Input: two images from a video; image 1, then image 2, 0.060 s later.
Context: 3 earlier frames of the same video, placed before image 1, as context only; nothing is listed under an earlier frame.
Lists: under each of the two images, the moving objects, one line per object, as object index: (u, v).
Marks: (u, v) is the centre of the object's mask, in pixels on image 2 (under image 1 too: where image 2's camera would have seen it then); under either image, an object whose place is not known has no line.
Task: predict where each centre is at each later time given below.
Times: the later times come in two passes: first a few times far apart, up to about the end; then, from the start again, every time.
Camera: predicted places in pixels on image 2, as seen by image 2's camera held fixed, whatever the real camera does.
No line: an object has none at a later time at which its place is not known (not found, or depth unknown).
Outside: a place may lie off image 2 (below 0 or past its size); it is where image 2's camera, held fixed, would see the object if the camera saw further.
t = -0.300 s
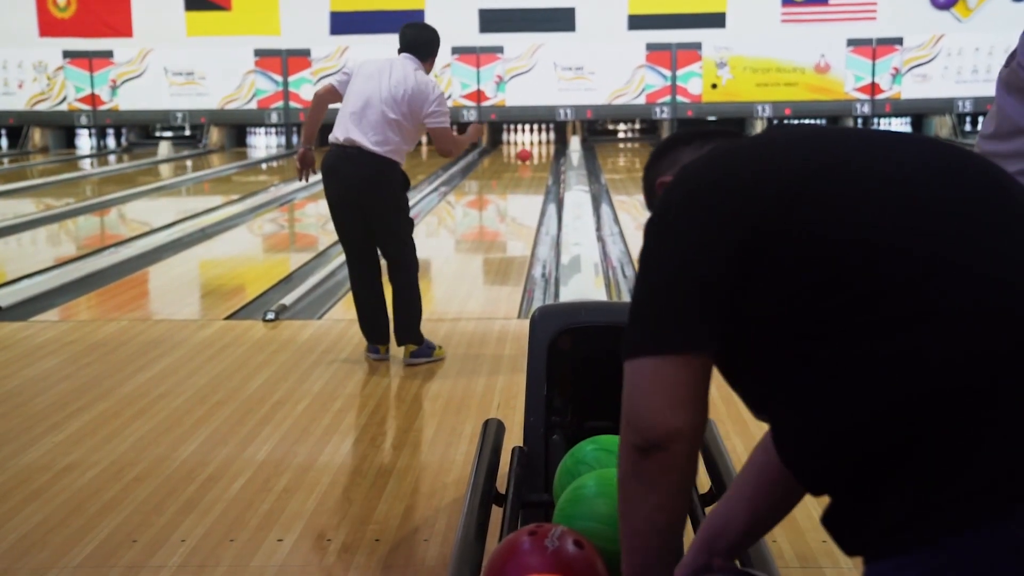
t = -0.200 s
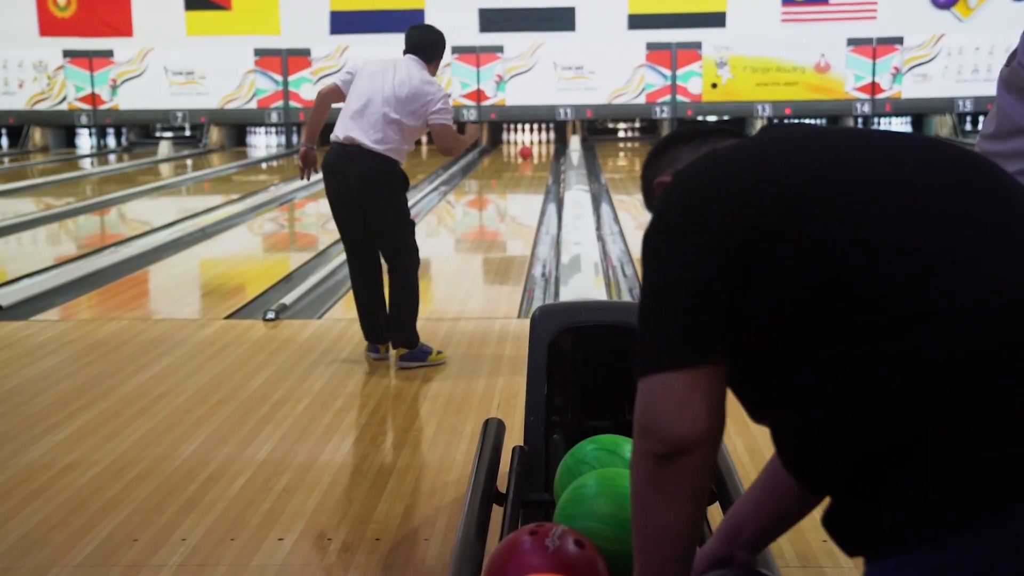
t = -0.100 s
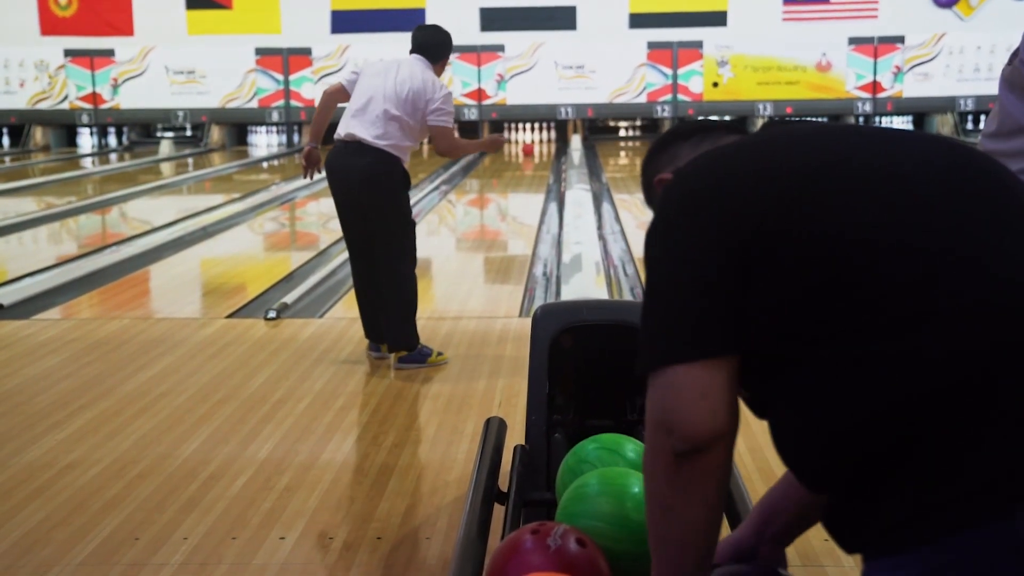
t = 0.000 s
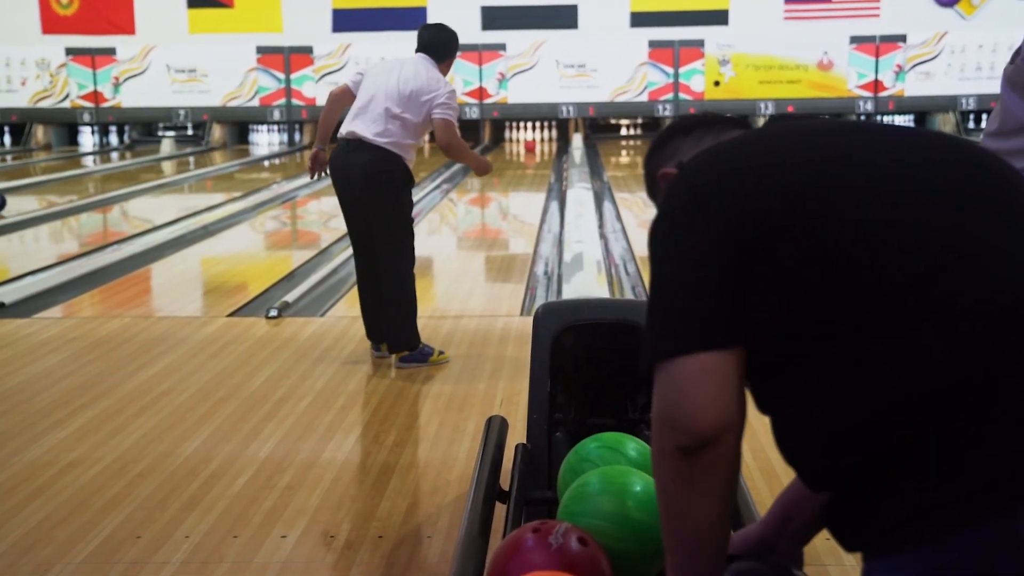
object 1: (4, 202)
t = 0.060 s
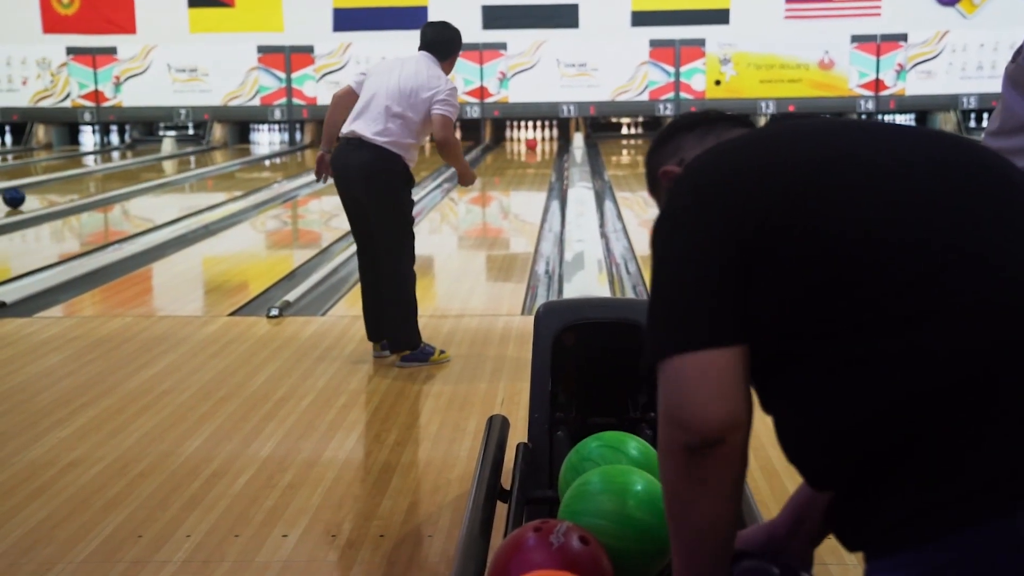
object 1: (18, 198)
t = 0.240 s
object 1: (66, 188)
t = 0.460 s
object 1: (115, 178)
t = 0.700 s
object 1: (157, 170)
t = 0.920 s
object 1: (191, 163)
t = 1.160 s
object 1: (220, 159)
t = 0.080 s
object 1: (24, 196)
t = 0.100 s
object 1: (29, 195)
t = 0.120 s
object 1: (35, 194)
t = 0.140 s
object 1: (41, 193)
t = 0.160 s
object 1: (46, 192)
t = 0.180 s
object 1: (51, 191)
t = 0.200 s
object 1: (56, 190)
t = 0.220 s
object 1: (62, 189)
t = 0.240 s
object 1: (66, 188)
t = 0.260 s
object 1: (71, 187)
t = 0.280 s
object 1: (76, 186)
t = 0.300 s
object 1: (80, 185)
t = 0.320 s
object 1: (85, 184)
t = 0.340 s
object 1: (90, 183)
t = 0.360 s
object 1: (94, 182)
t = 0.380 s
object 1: (98, 182)
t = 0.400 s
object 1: (103, 181)
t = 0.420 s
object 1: (107, 180)
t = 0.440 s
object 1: (111, 180)
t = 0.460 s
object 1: (115, 178)
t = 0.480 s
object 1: (119, 178)
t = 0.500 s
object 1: (123, 177)
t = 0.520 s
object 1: (127, 176)
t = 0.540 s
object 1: (131, 176)
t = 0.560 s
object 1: (134, 175)
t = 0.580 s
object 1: (136, 174)
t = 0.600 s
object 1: (139, 173)
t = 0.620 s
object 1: (143, 173)
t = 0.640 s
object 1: (147, 172)
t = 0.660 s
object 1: (150, 171)
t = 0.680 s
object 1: (154, 170)
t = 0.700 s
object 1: (157, 170)
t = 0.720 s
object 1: (160, 169)
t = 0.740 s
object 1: (163, 168)
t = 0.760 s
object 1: (166, 168)
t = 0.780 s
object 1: (170, 167)
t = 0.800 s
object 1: (173, 166)
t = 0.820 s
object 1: (176, 166)
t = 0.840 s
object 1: (179, 165)
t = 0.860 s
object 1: (182, 165)
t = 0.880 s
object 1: (185, 164)
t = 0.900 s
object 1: (188, 164)
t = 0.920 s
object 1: (191, 163)
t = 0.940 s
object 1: (194, 163)
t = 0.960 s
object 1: (197, 163)
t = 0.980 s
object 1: (200, 162)
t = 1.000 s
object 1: (203, 162)
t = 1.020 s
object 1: (206, 163)
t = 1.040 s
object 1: (209, 162)
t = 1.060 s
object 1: (211, 161)
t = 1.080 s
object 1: (213, 160)
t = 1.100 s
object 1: (214, 160)
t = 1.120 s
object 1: (216, 159)
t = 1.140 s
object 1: (217, 159)
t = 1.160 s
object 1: (220, 159)
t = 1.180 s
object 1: (222, 158)
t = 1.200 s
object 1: (224, 158)
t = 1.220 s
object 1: (227, 157)
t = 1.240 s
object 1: (229, 157)
